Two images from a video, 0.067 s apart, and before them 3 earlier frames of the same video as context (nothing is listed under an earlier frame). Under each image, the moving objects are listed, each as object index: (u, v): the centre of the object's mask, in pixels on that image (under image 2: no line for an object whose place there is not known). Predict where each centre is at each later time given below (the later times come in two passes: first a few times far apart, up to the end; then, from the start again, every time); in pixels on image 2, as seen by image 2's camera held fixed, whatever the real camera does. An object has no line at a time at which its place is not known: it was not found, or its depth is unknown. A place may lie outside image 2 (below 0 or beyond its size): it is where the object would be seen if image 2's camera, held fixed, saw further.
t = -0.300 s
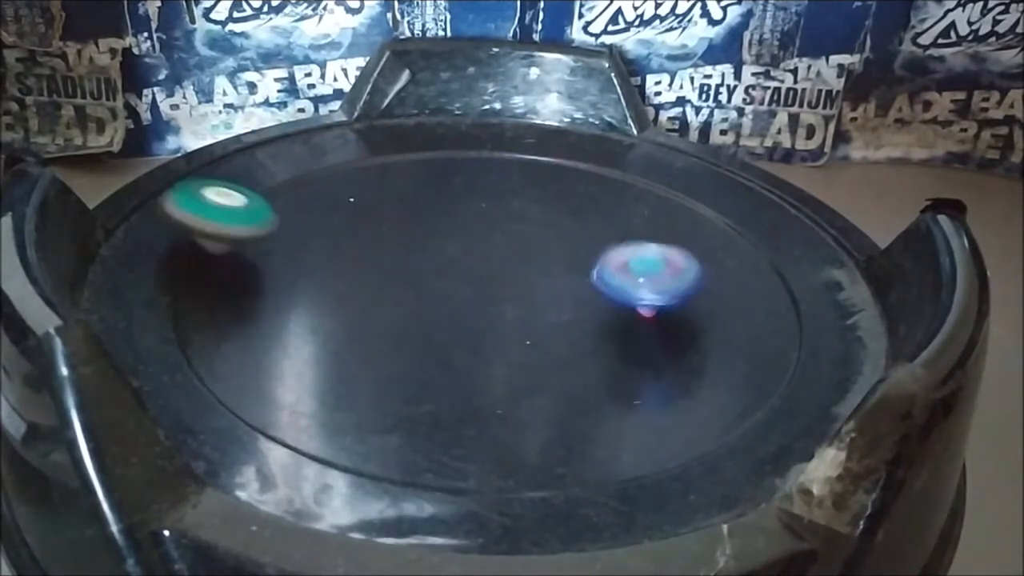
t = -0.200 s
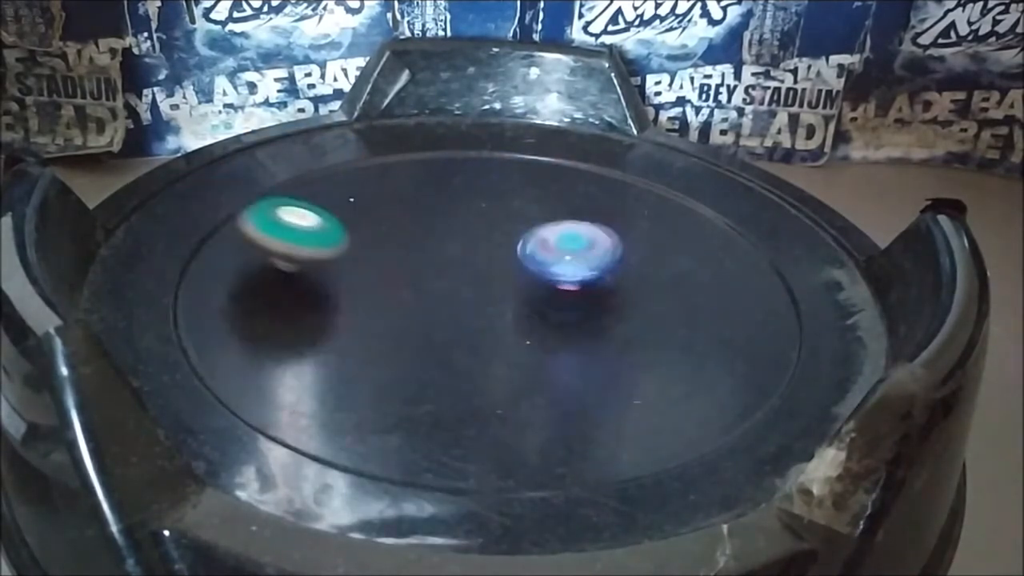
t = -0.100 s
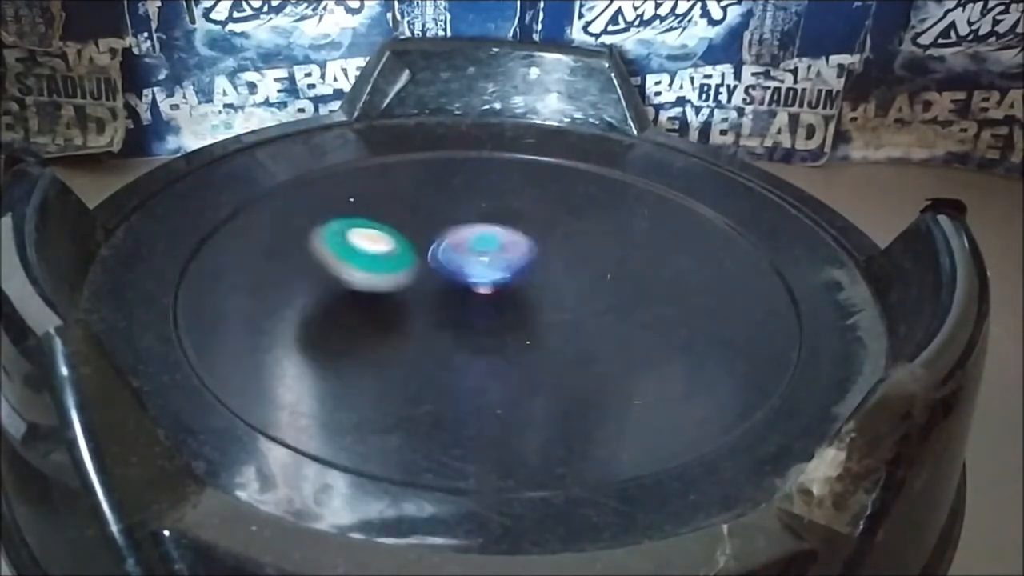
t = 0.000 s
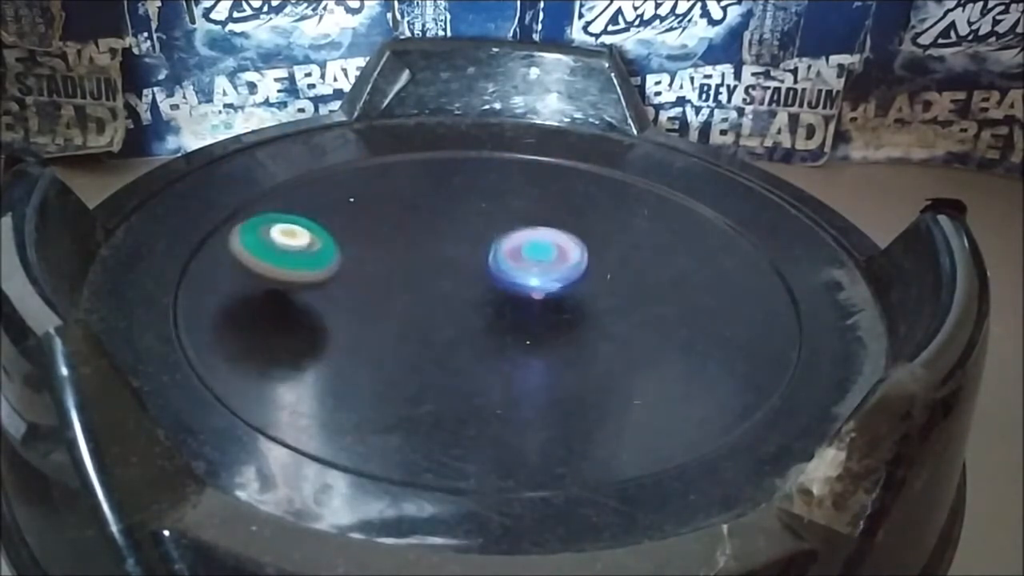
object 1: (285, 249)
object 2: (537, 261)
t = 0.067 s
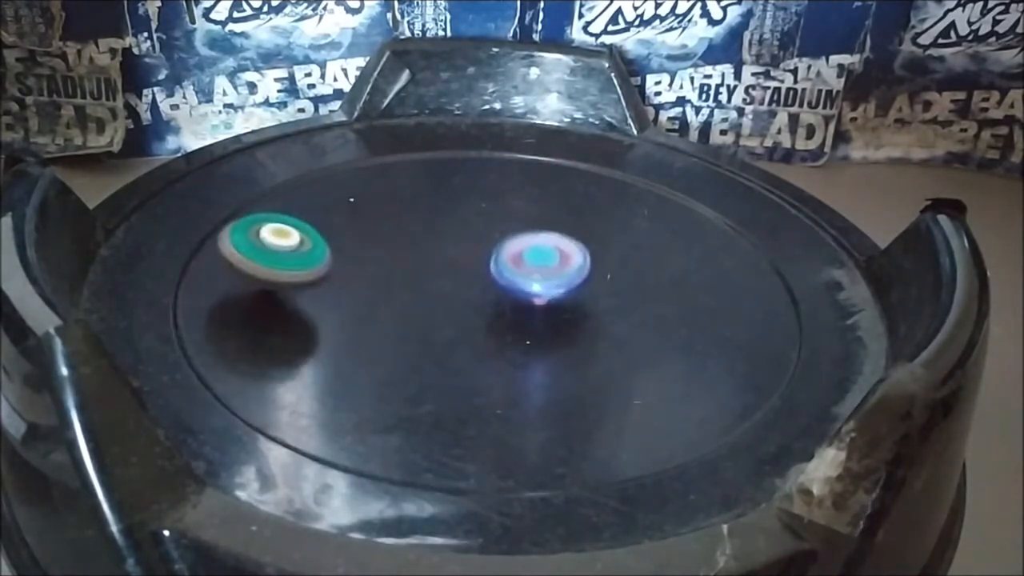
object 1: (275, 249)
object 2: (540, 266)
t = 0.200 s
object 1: (314, 254)
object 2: (536, 275)
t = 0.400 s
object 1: (406, 259)
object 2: (529, 290)
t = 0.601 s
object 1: (461, 244)
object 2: (518, 300)
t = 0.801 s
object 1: (506, 219)
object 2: (494, 302)
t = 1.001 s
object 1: (527, 206)
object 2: (467, 302)
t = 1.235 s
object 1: (529, 216)
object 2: (456, 293)
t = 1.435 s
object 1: (539, 248)
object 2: (446, 281)
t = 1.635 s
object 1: (570, 265)
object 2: (431, 290)
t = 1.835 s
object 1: (580, 283)
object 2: (469, 285)
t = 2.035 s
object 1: (773, 284)
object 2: (292, 253)
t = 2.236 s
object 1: (752, 284)
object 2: (328, 312)
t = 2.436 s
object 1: (674, 297)
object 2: (488, 279)
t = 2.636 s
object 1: (570, 304)
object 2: (500, 192)
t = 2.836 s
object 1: (471, 303)
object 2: (416, 172)
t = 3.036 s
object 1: (408, 319)
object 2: (461, 240)
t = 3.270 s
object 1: (387, 338)
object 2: (583, 216)
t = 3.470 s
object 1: (411, 308)
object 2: (553, 208)
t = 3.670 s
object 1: (419, 273)
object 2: (532, 275)
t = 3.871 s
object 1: (423, 251)
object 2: (630, 316)
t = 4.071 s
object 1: (441, 237)
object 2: (622, 285)
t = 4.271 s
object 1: (465, 229)
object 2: (479, 299)
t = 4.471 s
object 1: (497, 230)
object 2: (415, 348)
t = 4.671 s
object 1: (528, 236)
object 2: (495, 340)
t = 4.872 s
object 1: (591, 226)
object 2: (416, 291)
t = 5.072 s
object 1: (667, 188)
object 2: (288, 308)
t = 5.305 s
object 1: (638, 210)
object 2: (418, 315)
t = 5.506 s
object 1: (590, 252)
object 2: (481, 250)
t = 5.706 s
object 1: (572, 295)
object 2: (445, 183)
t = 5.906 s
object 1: (535, 319)
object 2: (400, 197)
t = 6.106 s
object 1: (478, 330)
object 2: (479, 258)
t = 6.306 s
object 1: (426, 326)
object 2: (602, 282)
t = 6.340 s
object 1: (418, 324)
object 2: (619, 281)
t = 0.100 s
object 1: (279, 250)
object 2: (539, 268)
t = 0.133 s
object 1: (288, 251)
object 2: (539, 270)
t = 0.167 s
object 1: (300, 252)
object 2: (538, 273)
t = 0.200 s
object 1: (314, 254)
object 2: (536, 275)
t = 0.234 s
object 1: (330, 255)
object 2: (535, 277)
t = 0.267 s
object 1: (346, 257)
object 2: (533, 280)
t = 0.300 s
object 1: (363, 258)
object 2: (532, 282)
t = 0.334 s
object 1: (378, 259)
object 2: (531, 285)
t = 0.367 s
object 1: (393, 259)
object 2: (530, 287)
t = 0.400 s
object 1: (406, 259)
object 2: (529, 290)
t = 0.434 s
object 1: (419, 259)
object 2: (528, 293)
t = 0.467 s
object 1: (430, 258)
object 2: (527, 295)
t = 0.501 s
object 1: (439, 256)
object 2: (525, 297)
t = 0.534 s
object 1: (447, 252)
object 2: (524, 299)
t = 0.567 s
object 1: (454, 248)
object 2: (521, 299)
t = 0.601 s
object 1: (461, 244)
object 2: (518, 300)
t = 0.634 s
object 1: (470, 239)
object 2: (515, 300)
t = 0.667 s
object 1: (478, 235)
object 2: (511, 300)
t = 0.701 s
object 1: (486, 231)
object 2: (507, 300)
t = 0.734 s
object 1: (493, 227)
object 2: (503, 301)
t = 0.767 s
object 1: (503, 221)
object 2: (496, 302)
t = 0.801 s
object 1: (506, 219)
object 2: (494, 302)
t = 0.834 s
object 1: (512, 216)
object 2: (489, 303)
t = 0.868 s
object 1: (518, 212)
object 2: (482, 303)
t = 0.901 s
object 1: (521, 210)
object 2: (477, 303)
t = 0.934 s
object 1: (523, 208)
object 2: (473, 303)
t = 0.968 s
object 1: (525, 207)
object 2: (470, 302)
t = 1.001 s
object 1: (527, 206)
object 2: (467, 302)
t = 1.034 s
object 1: (528, 205)
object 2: (465, 301)
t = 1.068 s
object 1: (529, 205)
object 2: (464, 300)
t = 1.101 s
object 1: (530, 206)
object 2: (462, 299)
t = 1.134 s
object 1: (530, 206)
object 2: (460, 298)
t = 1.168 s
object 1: (530, 208)
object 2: (459, 297)
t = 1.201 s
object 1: (529, 211)
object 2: (458, 295)
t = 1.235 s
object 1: (529, 216)
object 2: (456, 293)
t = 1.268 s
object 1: (529, 221)
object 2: (455, 291)
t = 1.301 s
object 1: (529, 226)
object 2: (454, 289)
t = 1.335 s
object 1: (530, 232)
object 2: (453, 286)
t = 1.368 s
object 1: (532, 238)
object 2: (453, 284)
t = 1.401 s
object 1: (533, 244)
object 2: (453, 282)
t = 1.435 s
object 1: (539, 248)
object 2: (446, 281)
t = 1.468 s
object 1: (549, 250)
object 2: (438, 283)
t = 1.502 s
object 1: (556, 253)
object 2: (434, 284)
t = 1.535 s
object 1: (561, 256)
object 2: (431, 286)
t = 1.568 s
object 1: (565, 259)
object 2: (429, 288)
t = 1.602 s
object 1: (568, 262)
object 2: (429, 289)
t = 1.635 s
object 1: (570, 265)
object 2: (431, 290)
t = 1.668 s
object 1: (572, 267)
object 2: (435, 291)
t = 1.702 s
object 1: (574, 270)
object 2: (440, 292)
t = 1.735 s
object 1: (576, 274)
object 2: (447, 292)
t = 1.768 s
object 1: (577, 277)
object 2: (454, 290)
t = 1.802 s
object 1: (578, 280)
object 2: (462, 288)
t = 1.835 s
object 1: (580, 283)
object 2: (469, 285)
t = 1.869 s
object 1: (629, 285)
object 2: (424, 273)
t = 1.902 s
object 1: (681, 285)
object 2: (386, 263)
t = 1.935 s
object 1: (722, 285)
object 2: (351, 254)
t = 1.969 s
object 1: (739, 284)
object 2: (337, 251)
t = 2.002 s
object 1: (763, 284)
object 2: (313, 250)
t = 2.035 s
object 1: (773, 284)
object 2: (292, 253)
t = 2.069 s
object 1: (775, 282)
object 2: (275, 258)
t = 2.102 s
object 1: (775, 280)
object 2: (263, 267)
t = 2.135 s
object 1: (774, 280)
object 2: (262, 278)
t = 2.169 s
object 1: (769, 281)
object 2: (274, 291)
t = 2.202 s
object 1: (762, 282)
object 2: (295, 304)
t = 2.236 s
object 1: (752, 284)
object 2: (328, 312)
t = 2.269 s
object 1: (742, 286)
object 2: (362, 317)
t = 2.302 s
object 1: (730, 288)
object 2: (394, 318)
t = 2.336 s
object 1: (717, 290)
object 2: (425, 313)
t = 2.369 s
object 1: (703, 293)
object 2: (451, 304)
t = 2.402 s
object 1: (689, 295)
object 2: (471, 293)
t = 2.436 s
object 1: (674, 297)
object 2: (488, 279)
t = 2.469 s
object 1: (657, 300)
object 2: (500, 265)
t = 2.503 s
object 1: (640, 301)
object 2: (507, 250)
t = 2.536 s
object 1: (623, 303)
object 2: (511, 235)
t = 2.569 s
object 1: (605, 303)
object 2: (512, 220)
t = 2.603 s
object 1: (588, 304)
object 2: (509, 206)
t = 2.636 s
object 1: (570, 304)
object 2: (500, 192)
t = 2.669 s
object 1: (554, 305)
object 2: (490, 180)
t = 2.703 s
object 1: (536, 305)
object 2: (476, 170)
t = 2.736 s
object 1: (519, 305)
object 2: (460, 165)
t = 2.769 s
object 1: (501, 305)
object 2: (444, 162)
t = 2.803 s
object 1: (485, 304)
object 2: (428, 165)
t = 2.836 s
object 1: (471, 303)
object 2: (416, 172)
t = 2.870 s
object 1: (459, 303)
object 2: (408, 183)
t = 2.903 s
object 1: (449, 302)
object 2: (406, 199)
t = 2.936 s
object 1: (439, 302)
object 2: (410, 215)
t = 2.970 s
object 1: (430, 301)
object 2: (420, 231)
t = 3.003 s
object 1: (420, 306)
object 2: (439, 238)
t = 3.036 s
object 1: (408, 319)
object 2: (461, 240)
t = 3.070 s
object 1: (396, 330)
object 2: (482, 242)
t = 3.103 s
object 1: (388, 338)
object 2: (504, 243)
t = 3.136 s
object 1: (382, 341)
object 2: (526, 240)
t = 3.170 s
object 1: (380, 342)
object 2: (546, 237)
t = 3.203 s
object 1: (381, 342)
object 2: (562, 232)
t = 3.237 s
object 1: (384, 341)
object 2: (576, 223)
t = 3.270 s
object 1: (387, 338)
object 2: (583, 216)
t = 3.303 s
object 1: (392, 335)
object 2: (586, 208)
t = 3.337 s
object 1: (395, 331)
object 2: (584, 203)
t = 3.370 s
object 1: (399, 326)
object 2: (578, 201)
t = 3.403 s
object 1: (403, 321)
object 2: (571, 201)
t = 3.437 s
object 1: (407, 315)
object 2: (562, 202)
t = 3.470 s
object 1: (411, 308)
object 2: (553, 208)
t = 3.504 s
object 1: (414, 302)
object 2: (543, 215)
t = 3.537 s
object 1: (418, 295)
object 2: (534, 226)
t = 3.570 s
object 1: (420, 289)
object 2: (528, 236)
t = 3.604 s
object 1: (423, 283)
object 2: (524, 249)
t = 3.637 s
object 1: (424, 278)
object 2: (524, 262)
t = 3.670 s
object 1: (419, 273)
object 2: (532, 275)
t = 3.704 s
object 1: (417, 268)
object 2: (543, 287)
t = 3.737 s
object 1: (416, 264)
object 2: (558, 297)
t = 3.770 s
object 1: (417, 260)
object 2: (574, 304)
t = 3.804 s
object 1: (419, 257)
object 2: (593, 311)
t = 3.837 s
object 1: (421, 254)
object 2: (612, 315)
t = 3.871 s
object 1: (423, 251)
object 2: (630, 316)
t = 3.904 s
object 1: (426, 248)
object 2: (646, 312)
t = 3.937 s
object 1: (428, 246)
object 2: (656, 307)
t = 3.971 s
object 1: (432, 243)
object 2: (658, 300)
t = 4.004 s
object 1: (435, 241)
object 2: (653, 293)
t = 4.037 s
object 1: (438, 239)
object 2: (641, 288)
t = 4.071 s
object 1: (441, 237)
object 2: (622, 285)
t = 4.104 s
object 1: (445, 235)
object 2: (596, 283)
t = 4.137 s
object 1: (449, 234)
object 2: (573, 283)
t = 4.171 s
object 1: (453, 232)
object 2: (548, 286)
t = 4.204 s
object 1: (457, 232)
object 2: (524, 290)
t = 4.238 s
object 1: (460, 230)
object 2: (500, 294)
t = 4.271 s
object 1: (465, 229)
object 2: (479, 299)
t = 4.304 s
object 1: (470, 230)
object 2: (459, 306)
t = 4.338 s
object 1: (475, 230)
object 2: (441, 313)
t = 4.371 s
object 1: (481, 230)
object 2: (428, 321)
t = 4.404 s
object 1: (486, 230)
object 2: (417, 330)
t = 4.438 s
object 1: (492, 230)
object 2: (413, 340)
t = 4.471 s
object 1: (497, 230)
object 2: (415, 348)
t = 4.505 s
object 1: (502, 231)
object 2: (425, 355)
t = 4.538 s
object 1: (507, 232)
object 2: (439, 360)
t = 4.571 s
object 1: (513, 233)
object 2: (454, 361)
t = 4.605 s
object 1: (518, 234)
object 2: (471, 358)
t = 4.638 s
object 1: (523, 235)
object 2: (485, 350)
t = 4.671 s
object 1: (528, 236)
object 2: (495, 340)
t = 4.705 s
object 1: (532, 238)
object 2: (498, 328)
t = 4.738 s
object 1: (537, 240)
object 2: (497, 315)
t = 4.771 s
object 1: (541, 242)
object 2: (490, 302)
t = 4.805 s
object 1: (547, 243)
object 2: (481, 290)
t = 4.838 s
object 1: (574, 233)
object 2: (439, 290)
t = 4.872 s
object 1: (591, 226)
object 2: (416, 291)
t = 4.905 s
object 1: (620, 211)
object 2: (377, 291)
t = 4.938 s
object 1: (641, 201)
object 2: (346, 290)
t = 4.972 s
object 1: (656, 194)
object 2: (323, 291)
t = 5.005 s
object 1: (663, 191)
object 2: (306, 295)
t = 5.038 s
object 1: (666, 189)
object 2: (294, 301)
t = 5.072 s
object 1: (667, 188)
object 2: (288, 308)
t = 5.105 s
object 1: (667, 188)
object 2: (291, 315)
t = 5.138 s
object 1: (664, 189)
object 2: (306, 322)
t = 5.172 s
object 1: (661, 191)
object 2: (326, 327)
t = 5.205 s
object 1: (656, 194)
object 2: (349, 329)
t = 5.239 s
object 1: (650, 199)
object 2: (376, 329)
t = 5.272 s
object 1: (644, 204)
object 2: (399, 322)
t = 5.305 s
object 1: (638, 210)
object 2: (418, 315)
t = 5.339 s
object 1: (633, 216)
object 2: (435, 307)
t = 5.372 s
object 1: (626, 223)
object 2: (449, 295)
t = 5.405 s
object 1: (619, 231)
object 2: (460, 284)
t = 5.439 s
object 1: (610, 238)
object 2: (469, 274)
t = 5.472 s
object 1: (600, 245)
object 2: (476, 261)
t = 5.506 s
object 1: (590, 252)
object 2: (481, 250)
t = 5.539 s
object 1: (585, 259)
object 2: (481, 237)
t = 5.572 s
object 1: (586, 268)
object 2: (474, 223)
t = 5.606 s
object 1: (585, 276)
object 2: (468, 211)
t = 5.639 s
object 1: (581, 283)
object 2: (462, 201)
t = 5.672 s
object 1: (577, 289)
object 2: (454, 191)
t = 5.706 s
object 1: (572, 295)
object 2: (445, 183)
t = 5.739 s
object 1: (568, 299)
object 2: (435, 177)
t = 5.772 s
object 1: (562, 304)
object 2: (423, 172)
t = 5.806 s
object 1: (556, 308)
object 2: (412, 173)
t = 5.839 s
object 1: (550, 312)
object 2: (404, 177)
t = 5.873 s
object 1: (543, 316)
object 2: (399, 184)
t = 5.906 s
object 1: (535, 319)
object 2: (400, 197)
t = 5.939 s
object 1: (526, 322)
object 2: (406, 208)
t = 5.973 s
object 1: (517, 324)
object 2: (416, 221)
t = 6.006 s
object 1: (508, 327)
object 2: (428, 233)
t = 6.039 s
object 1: (498, 328)
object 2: (444, 243)
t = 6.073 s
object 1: (488, 329)
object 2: (461, 252)
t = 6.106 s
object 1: (478, 330)
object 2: (479, 258)
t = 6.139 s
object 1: (469, 330)
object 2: (501, 263)
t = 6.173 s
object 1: (460, 331)
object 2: (522, 271)
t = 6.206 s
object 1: (451, 329)
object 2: (542, 277)
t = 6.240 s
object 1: (442, 329)
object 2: (562, 279)
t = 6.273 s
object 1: (434, 327)
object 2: (582, 282)
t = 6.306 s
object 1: (426, 326)
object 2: (602, 282)
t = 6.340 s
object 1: (418, 324)
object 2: (619, 281)
